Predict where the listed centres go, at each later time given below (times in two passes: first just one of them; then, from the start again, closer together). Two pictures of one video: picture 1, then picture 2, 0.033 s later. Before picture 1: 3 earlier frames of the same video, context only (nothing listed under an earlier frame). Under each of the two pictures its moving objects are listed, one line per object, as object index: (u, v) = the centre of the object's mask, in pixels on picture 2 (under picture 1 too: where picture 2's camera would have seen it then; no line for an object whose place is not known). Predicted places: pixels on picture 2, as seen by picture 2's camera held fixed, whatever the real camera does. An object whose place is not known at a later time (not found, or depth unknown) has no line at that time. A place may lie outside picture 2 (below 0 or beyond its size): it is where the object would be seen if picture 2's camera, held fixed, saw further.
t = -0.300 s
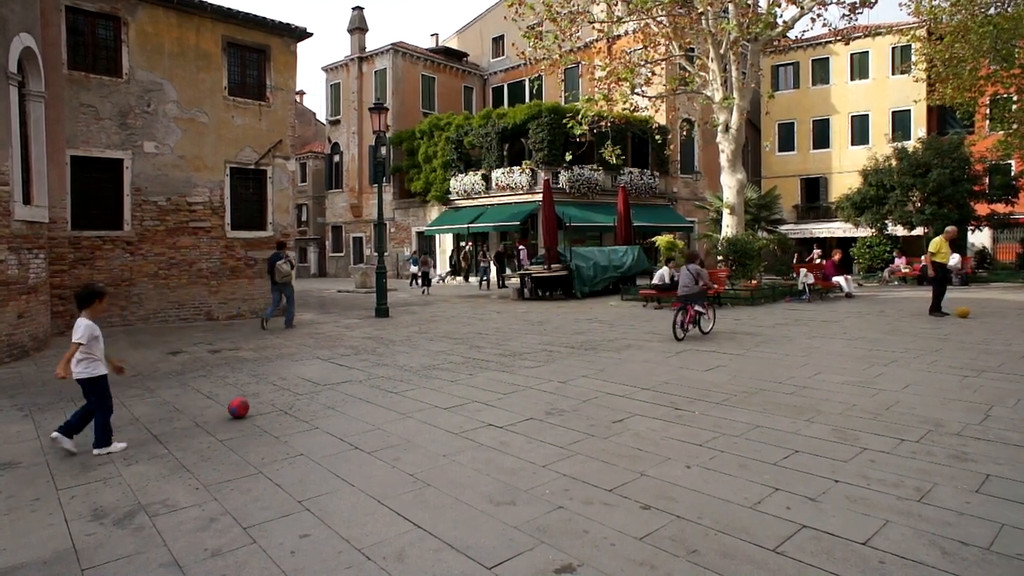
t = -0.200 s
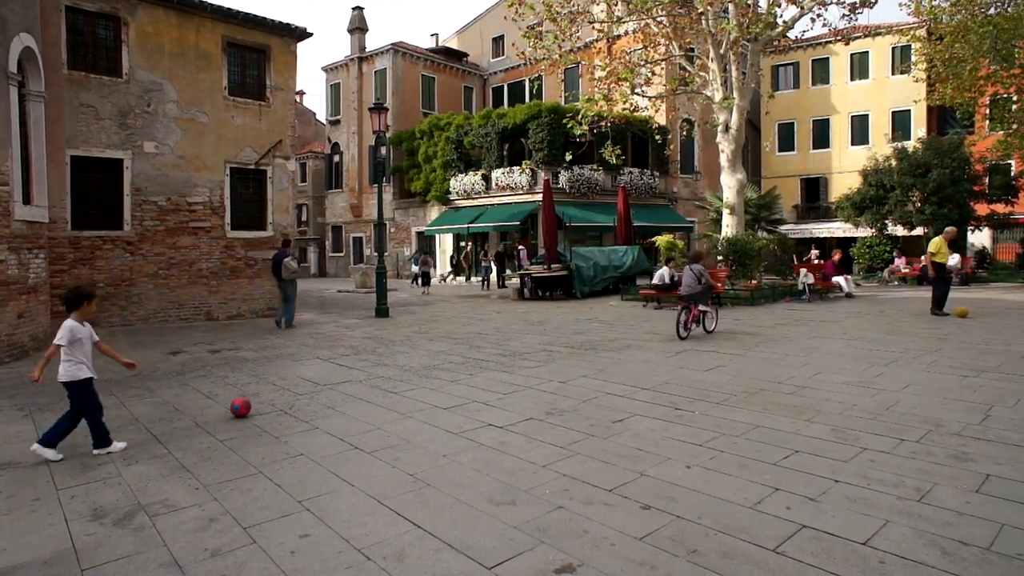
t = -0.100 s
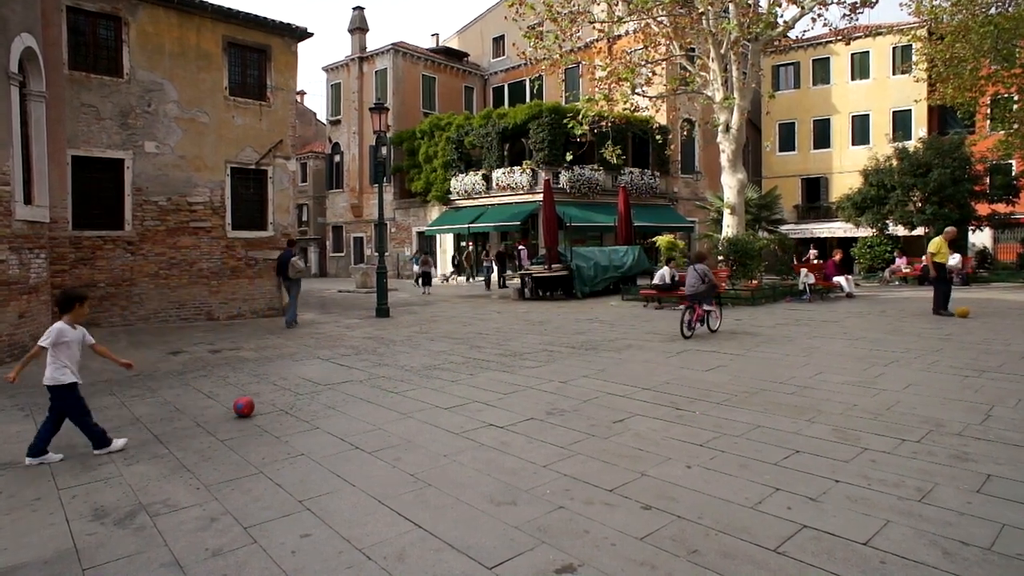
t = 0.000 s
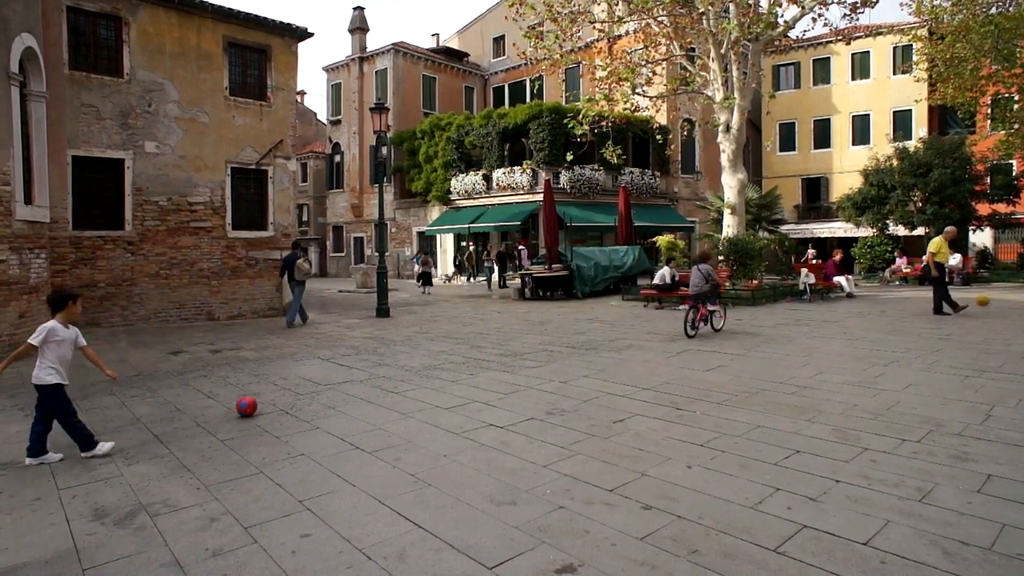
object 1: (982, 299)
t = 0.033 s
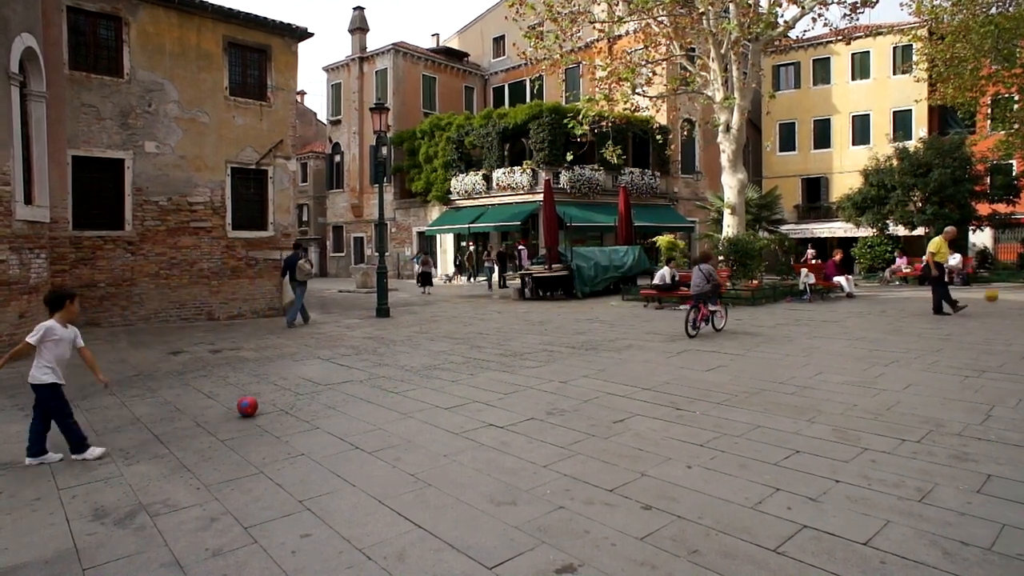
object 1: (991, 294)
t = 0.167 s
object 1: (1021, 283)
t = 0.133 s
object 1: (1017, 285)
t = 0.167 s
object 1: (1021, 283)
